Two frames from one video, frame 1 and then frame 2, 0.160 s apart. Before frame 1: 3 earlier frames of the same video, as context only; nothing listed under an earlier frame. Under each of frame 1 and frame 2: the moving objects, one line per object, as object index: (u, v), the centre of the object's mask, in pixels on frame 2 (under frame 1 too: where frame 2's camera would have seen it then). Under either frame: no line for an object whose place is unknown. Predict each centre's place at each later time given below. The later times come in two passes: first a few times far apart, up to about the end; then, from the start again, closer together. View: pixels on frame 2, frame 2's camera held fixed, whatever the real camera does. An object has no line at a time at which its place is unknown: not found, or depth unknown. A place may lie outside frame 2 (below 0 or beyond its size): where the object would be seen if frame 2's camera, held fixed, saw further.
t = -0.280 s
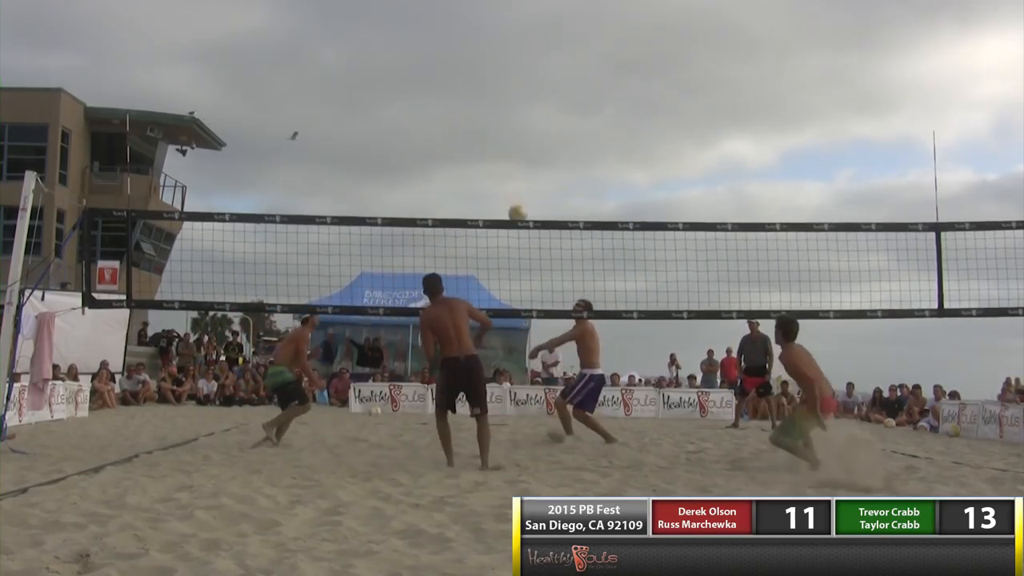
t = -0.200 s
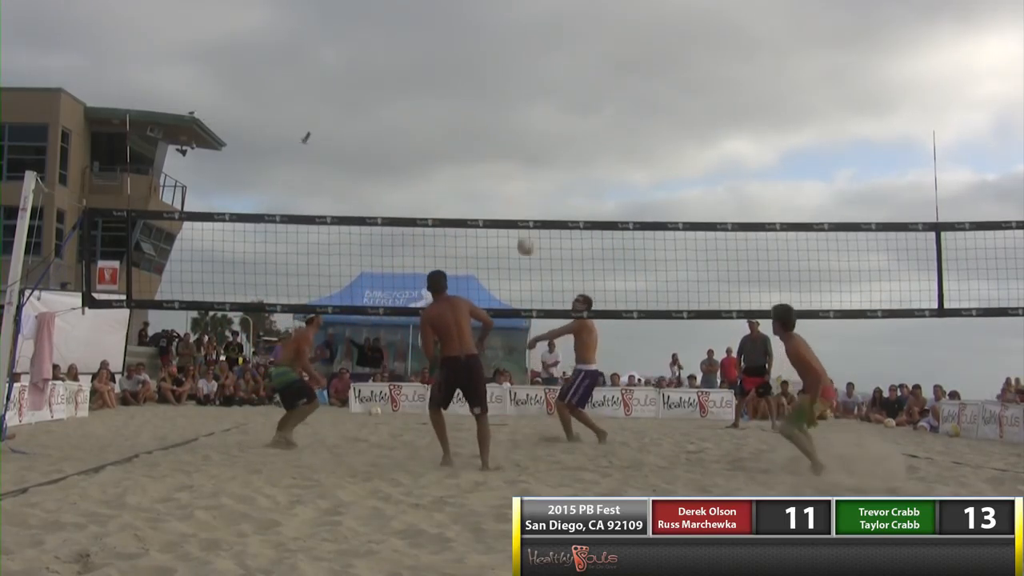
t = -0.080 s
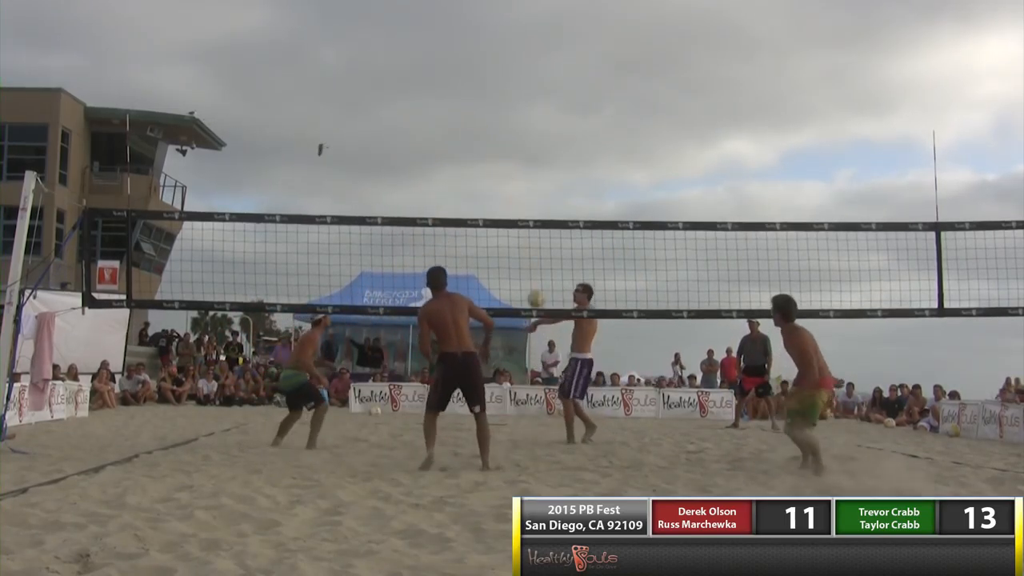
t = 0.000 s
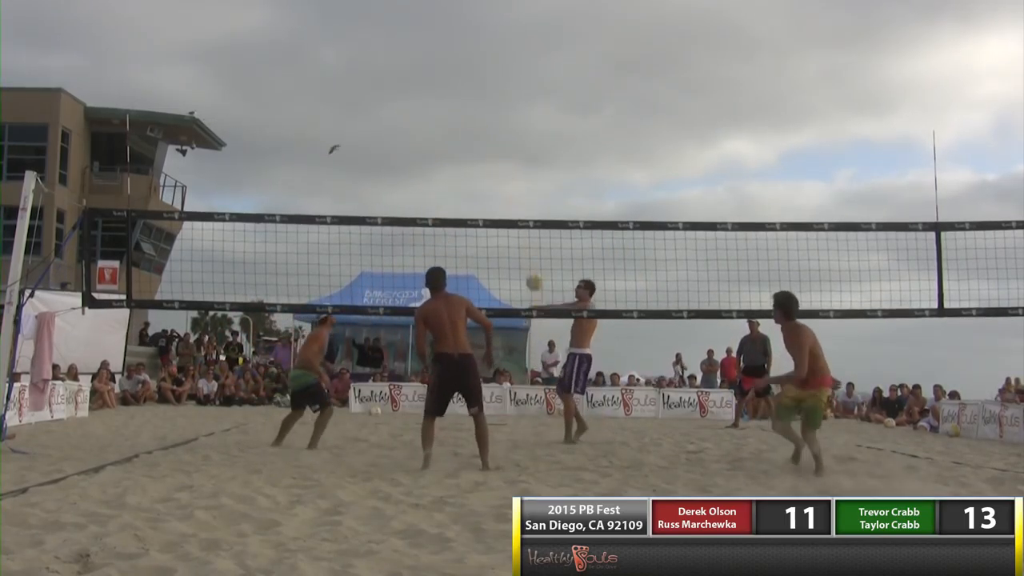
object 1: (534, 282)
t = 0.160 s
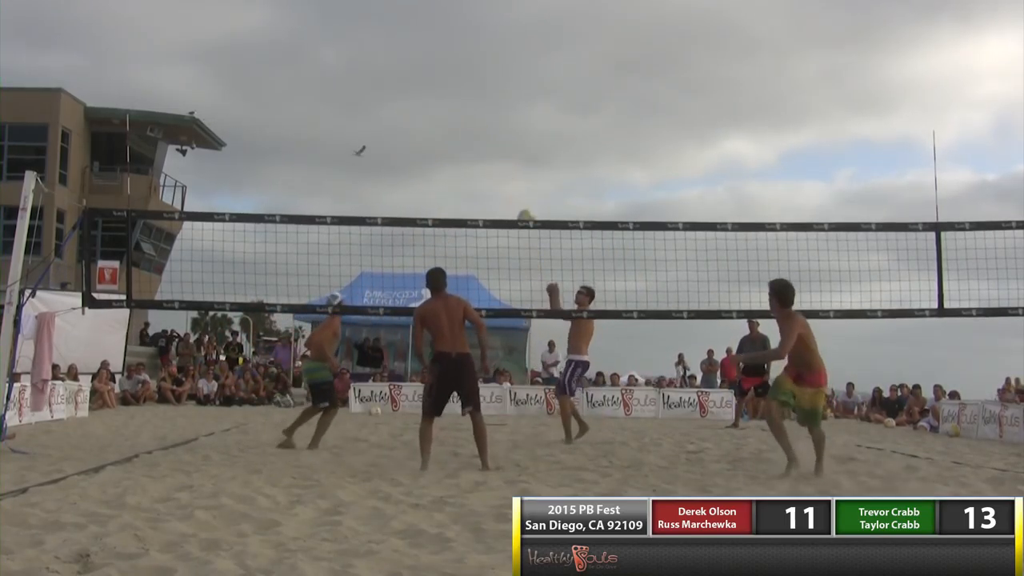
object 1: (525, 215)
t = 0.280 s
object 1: (518, 181)
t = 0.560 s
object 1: (497, 135)
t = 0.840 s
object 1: (471, 156)
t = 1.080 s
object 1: (444, 234)
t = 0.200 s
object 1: (523, 201)
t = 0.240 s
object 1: (521, 191)
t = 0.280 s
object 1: (518, 181)
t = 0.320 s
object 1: (515, 169)
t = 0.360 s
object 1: (512, 162)
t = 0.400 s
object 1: (509, 151)
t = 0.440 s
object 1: (507, 146)
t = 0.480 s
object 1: (504, 142)
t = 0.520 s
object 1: (500, 137)
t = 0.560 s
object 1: (497, 135)
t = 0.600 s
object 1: (492, 134)
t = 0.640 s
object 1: (490, 134)
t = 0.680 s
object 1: (487, 135)
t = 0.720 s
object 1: (481, 139)
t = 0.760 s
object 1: (479, 142)
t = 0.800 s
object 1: (474, 149)
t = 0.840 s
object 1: (471, 156)
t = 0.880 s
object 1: (467, 164)
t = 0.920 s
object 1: (462, 176)
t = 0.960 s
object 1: (458, 187)
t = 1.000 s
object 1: (452, 204)
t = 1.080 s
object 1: (444, 234)
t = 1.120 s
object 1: (438, 256)
